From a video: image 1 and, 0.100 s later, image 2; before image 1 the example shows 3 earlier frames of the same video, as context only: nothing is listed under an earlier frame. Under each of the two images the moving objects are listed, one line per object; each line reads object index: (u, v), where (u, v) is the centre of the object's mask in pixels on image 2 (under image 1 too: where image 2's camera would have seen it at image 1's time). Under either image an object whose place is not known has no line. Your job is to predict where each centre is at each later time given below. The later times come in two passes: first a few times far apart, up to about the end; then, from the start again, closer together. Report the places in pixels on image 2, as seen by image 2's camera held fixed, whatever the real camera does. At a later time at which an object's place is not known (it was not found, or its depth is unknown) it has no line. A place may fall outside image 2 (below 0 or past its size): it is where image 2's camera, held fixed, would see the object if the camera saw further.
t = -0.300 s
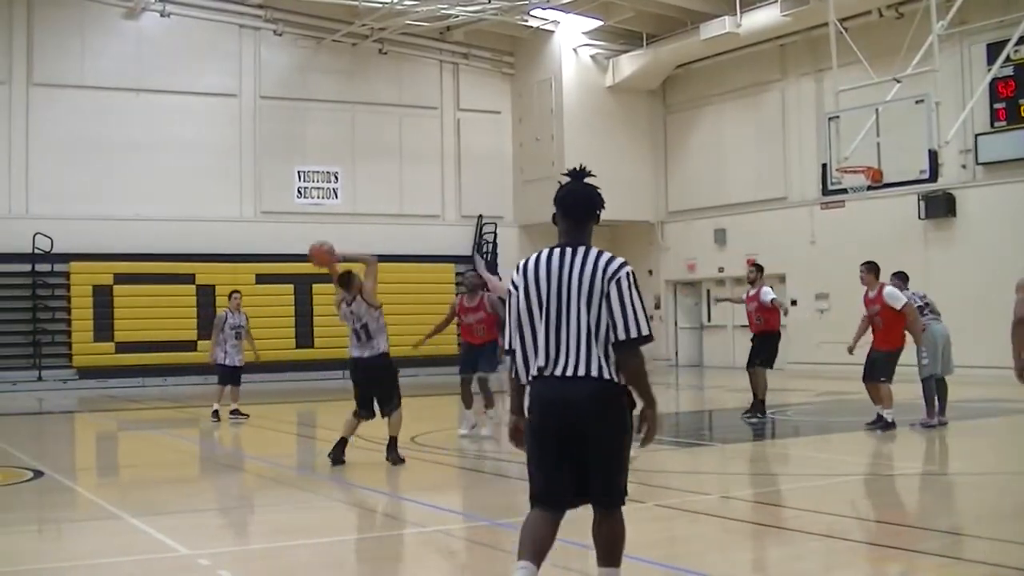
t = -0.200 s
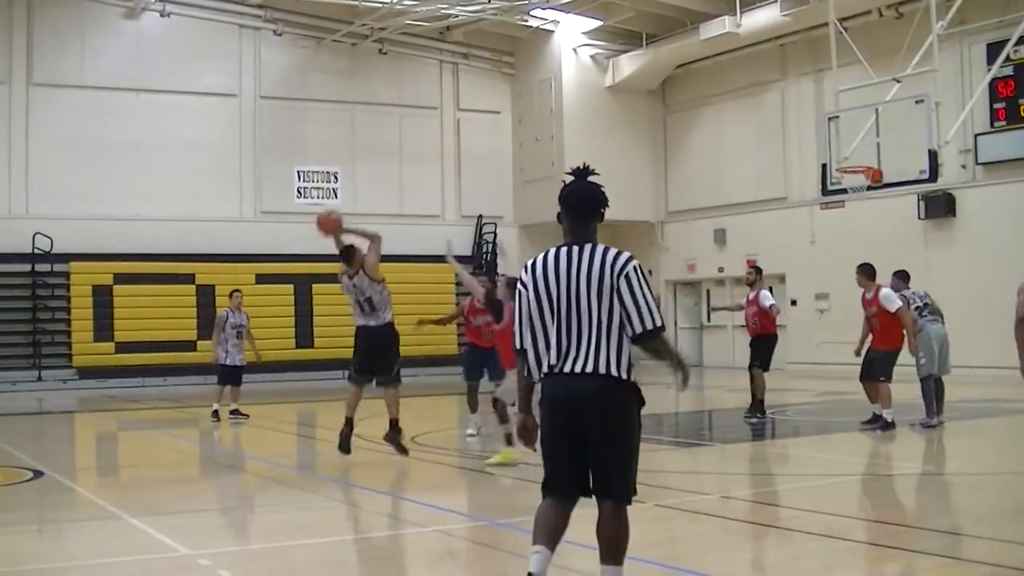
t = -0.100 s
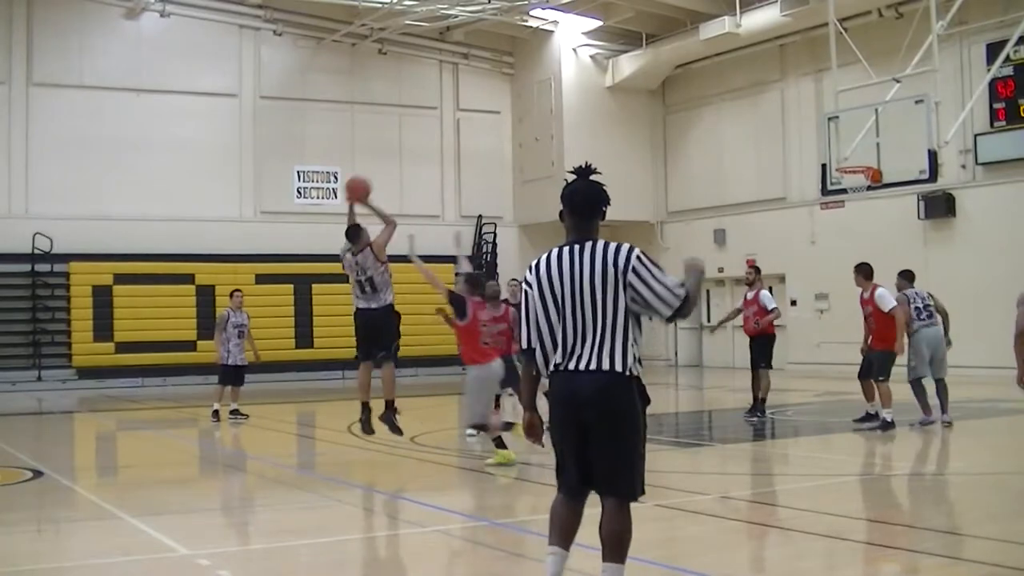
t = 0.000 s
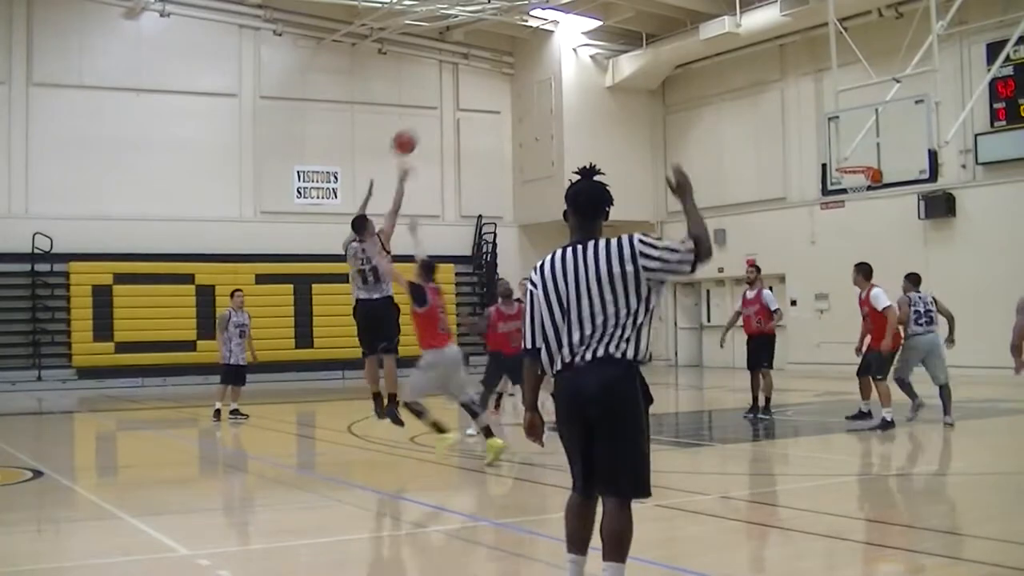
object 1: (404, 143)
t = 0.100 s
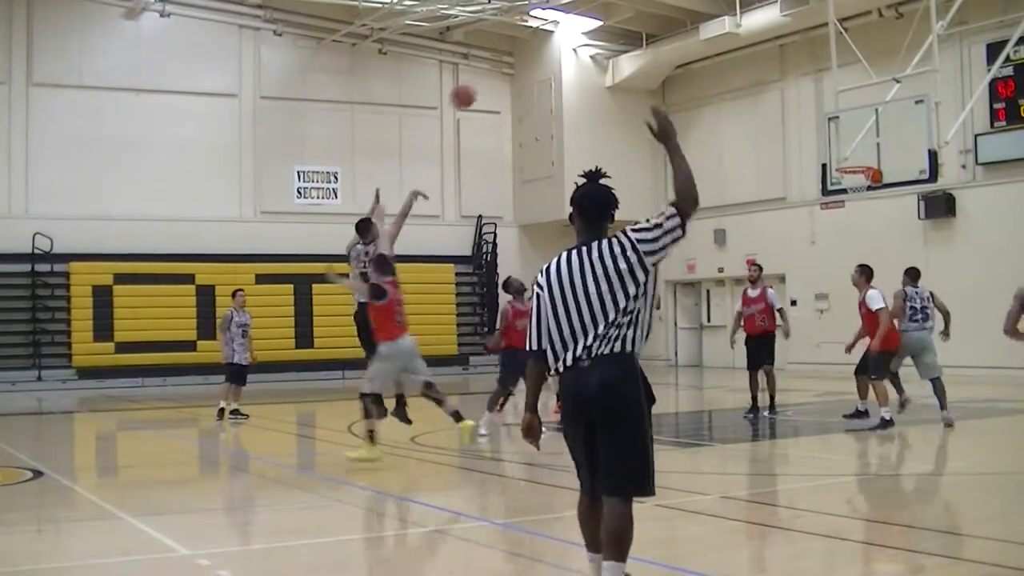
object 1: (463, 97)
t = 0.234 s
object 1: (534, 56)
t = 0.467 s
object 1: (646, 28)
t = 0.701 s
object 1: (742, 50)
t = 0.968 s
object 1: (840, 122)
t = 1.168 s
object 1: (873, 132)
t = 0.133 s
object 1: (480, 84)
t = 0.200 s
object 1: (517, 64)
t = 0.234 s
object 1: (534, 56)
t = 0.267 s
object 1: (550, 48)
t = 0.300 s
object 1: (567, 42)
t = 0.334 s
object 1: (584, 37)
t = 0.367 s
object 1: (600, 34)
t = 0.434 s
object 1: (630, 28)
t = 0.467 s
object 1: (646, 28)
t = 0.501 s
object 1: (660, 27)
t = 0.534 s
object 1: (674, 29)
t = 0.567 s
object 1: (688, 31)
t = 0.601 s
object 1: (702, 35)
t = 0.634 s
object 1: (716, 40)
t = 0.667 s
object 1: (729, 43)
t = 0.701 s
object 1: (742, 50)
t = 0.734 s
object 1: (755, 57)
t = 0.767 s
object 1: (768, 65)
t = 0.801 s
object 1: (781, 72)
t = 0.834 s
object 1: (793, 80)
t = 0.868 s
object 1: (805, 89)
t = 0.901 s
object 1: (817, 99)
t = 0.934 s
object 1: (828, 110)
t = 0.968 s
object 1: (840, 122)
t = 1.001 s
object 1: (851, 134)
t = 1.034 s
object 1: (862, 147)
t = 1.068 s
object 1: (872, 159)
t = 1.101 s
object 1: (877, 150)
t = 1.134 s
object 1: (878, 141)
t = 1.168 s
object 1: (873, 132)
